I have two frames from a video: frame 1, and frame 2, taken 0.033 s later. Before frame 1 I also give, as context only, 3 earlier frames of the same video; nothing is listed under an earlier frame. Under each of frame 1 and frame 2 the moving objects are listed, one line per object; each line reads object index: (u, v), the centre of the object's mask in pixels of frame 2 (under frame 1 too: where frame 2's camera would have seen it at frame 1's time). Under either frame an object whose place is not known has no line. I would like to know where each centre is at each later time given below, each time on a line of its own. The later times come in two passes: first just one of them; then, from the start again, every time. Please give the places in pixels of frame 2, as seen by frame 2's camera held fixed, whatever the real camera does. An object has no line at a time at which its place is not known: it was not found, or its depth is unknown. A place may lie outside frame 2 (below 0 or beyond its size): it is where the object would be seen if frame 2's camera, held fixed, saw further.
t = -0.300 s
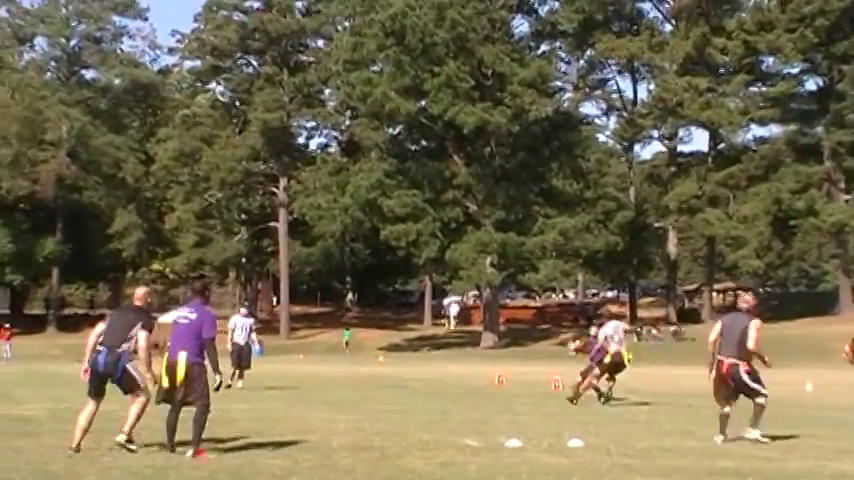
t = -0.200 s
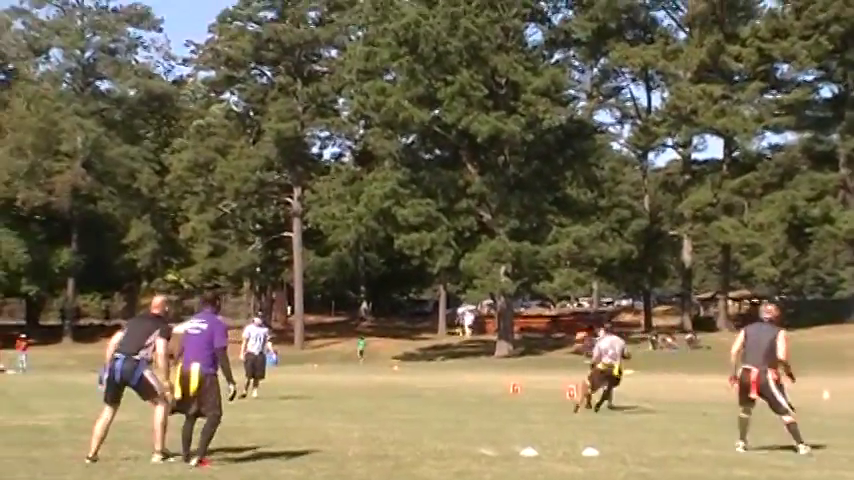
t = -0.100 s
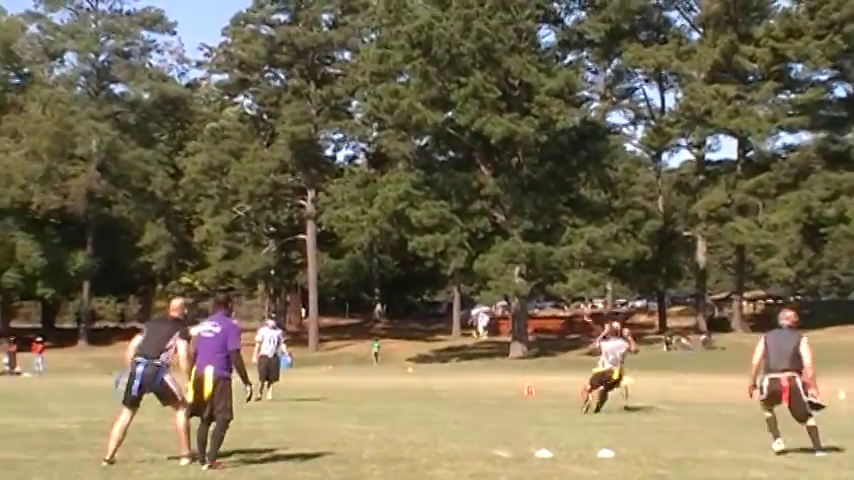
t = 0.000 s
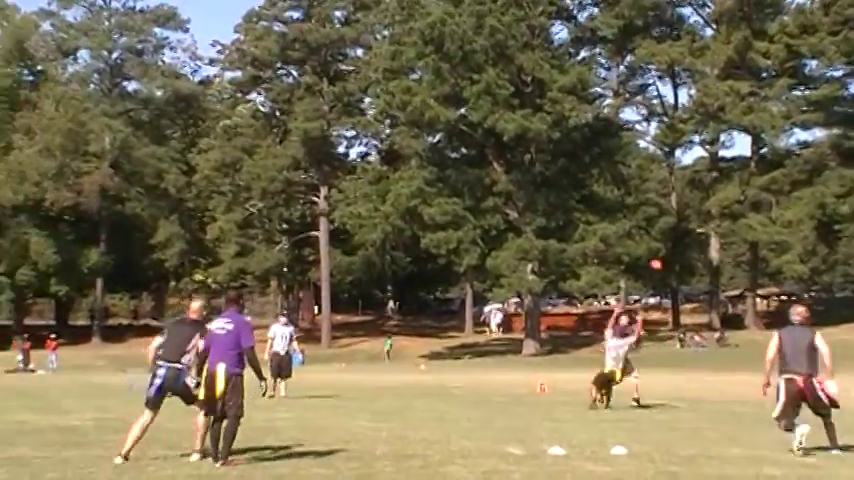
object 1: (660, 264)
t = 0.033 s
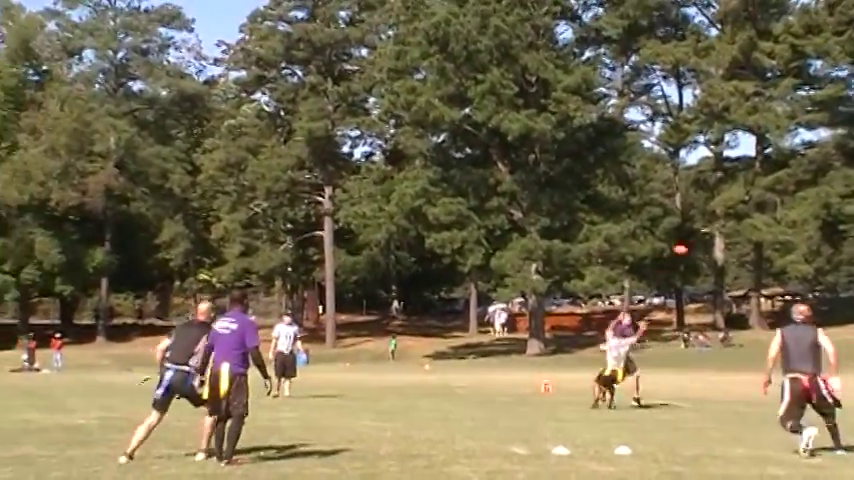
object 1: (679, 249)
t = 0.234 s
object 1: (819, 166)
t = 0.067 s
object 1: (702, 234)
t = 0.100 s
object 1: (723, 220)
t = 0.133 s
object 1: (746, 206)
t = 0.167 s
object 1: (770, 193)
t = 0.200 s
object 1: (793, 180)
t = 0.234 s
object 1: (819, 166)
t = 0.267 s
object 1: (839, 155)
